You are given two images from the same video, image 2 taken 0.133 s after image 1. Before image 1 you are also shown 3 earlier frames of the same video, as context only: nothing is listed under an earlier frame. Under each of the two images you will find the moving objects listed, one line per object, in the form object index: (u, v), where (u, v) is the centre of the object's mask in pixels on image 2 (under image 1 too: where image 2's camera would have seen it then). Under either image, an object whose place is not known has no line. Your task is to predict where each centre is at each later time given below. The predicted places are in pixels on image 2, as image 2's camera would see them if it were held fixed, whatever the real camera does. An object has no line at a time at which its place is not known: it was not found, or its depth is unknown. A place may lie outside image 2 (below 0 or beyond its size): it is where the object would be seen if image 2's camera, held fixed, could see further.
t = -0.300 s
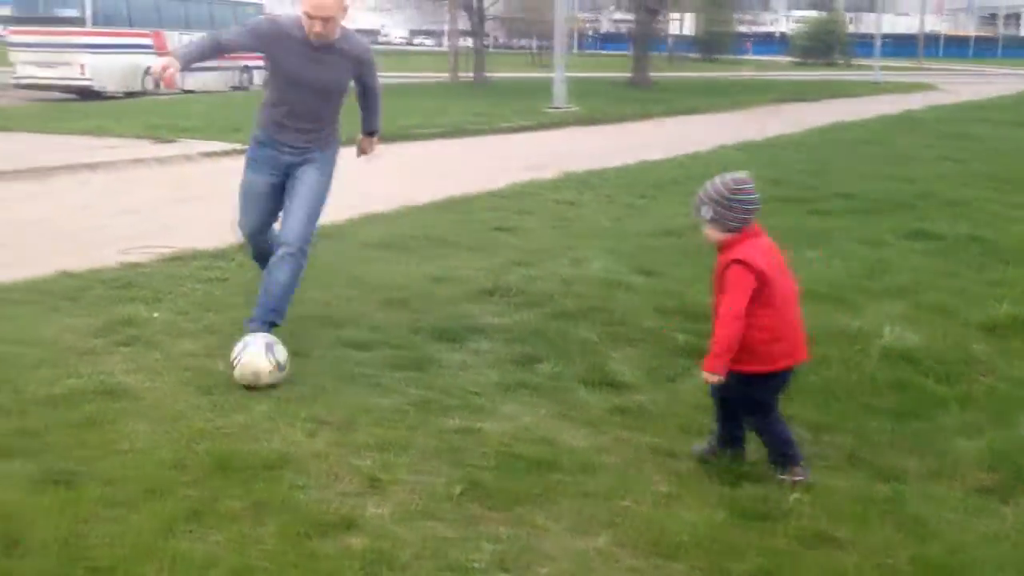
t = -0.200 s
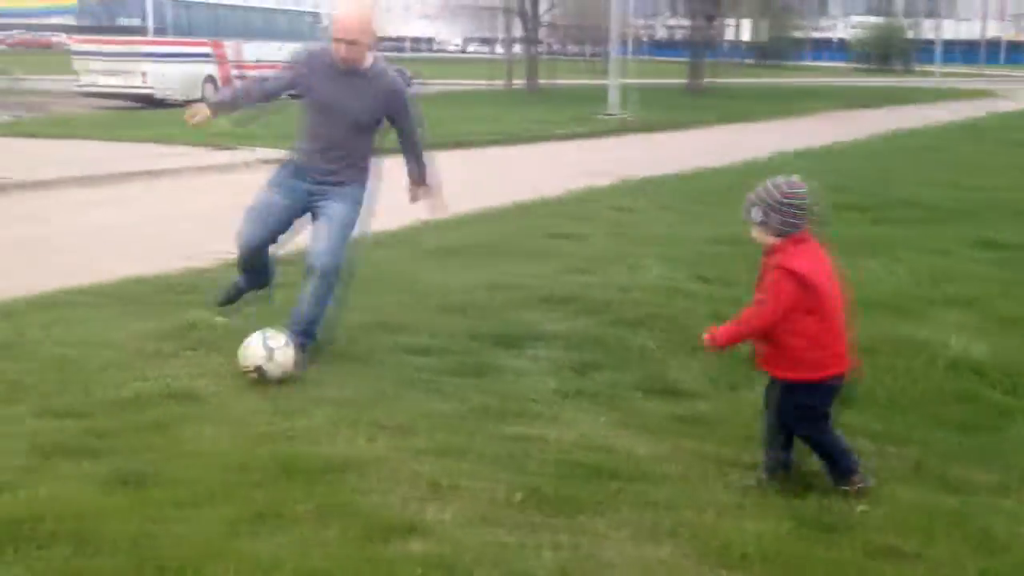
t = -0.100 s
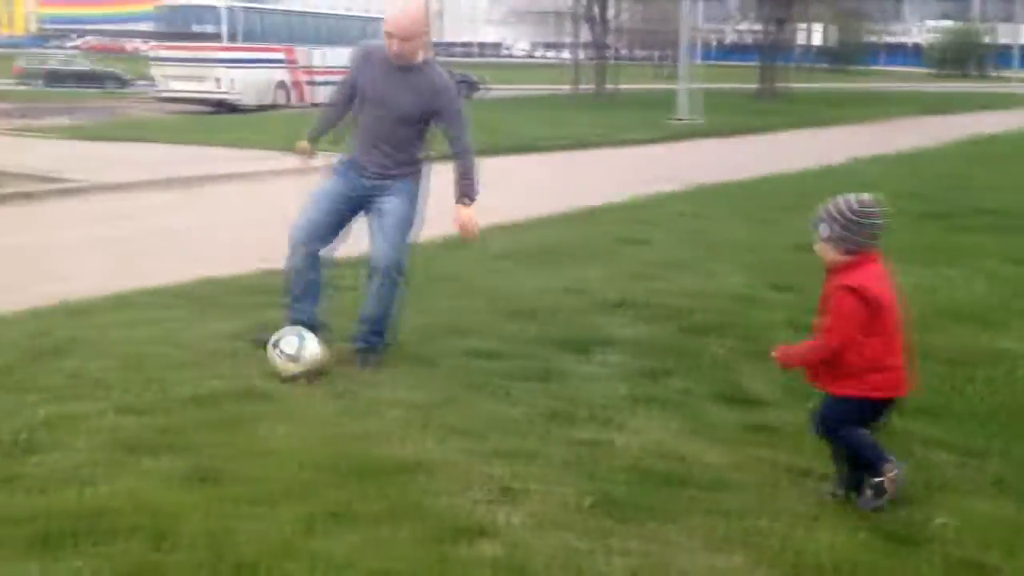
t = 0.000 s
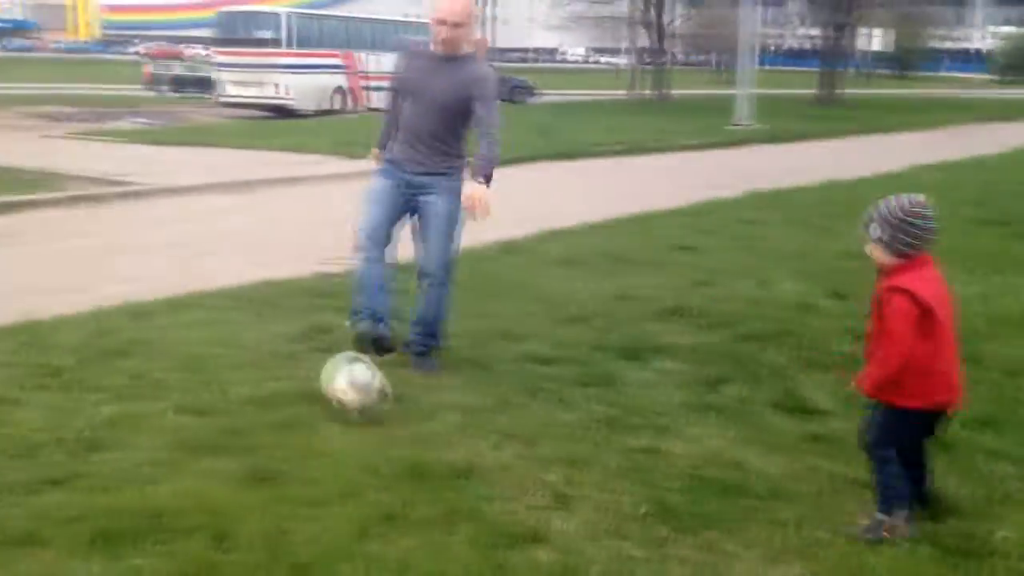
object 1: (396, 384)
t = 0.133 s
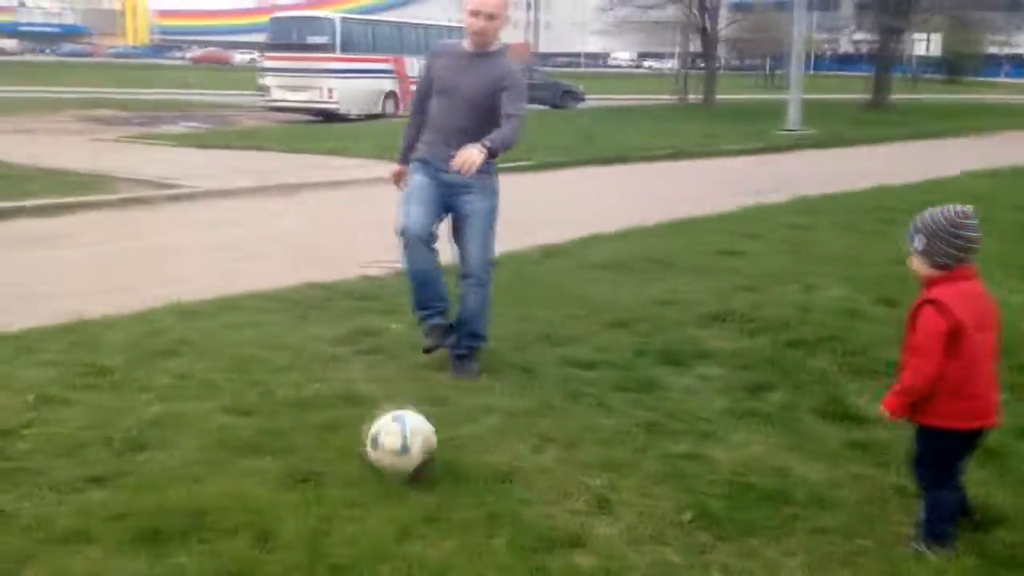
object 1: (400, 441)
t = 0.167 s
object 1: (402, 457)
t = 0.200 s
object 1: (403, 472)
